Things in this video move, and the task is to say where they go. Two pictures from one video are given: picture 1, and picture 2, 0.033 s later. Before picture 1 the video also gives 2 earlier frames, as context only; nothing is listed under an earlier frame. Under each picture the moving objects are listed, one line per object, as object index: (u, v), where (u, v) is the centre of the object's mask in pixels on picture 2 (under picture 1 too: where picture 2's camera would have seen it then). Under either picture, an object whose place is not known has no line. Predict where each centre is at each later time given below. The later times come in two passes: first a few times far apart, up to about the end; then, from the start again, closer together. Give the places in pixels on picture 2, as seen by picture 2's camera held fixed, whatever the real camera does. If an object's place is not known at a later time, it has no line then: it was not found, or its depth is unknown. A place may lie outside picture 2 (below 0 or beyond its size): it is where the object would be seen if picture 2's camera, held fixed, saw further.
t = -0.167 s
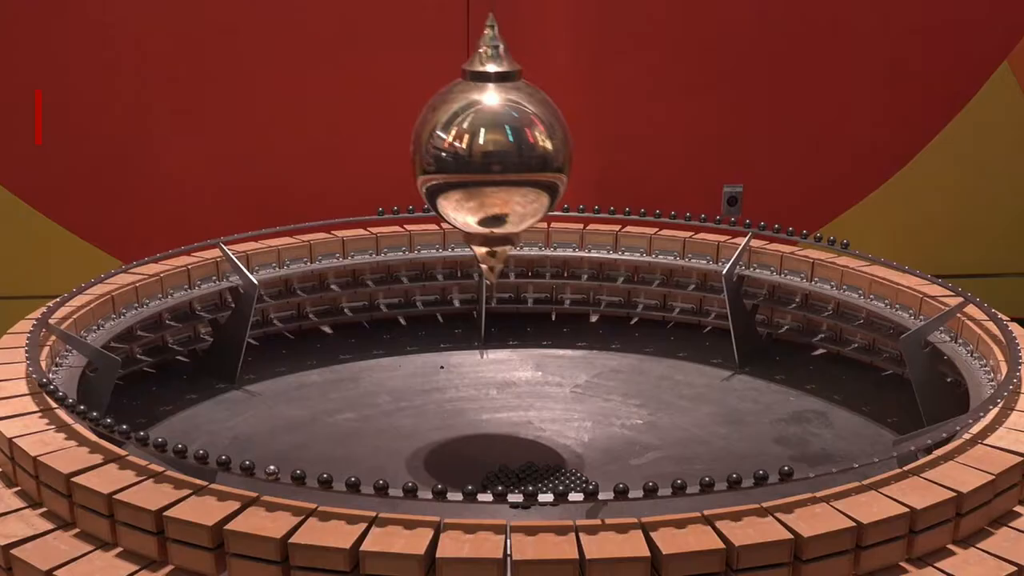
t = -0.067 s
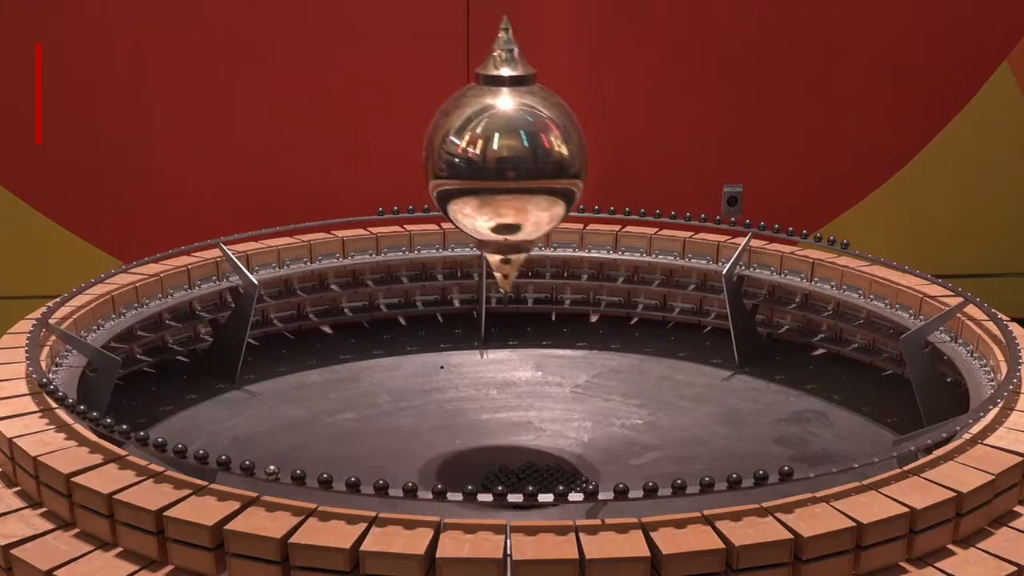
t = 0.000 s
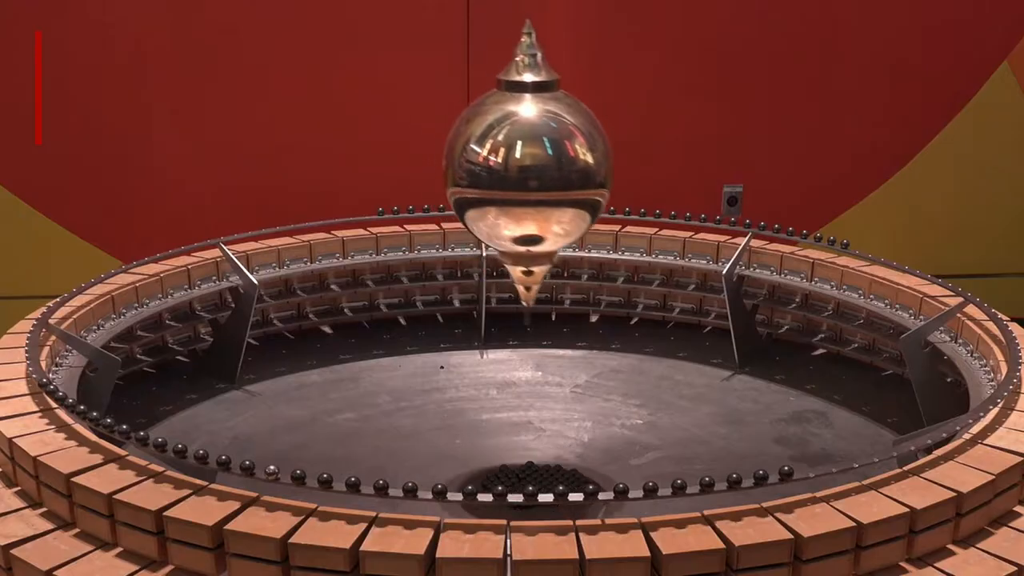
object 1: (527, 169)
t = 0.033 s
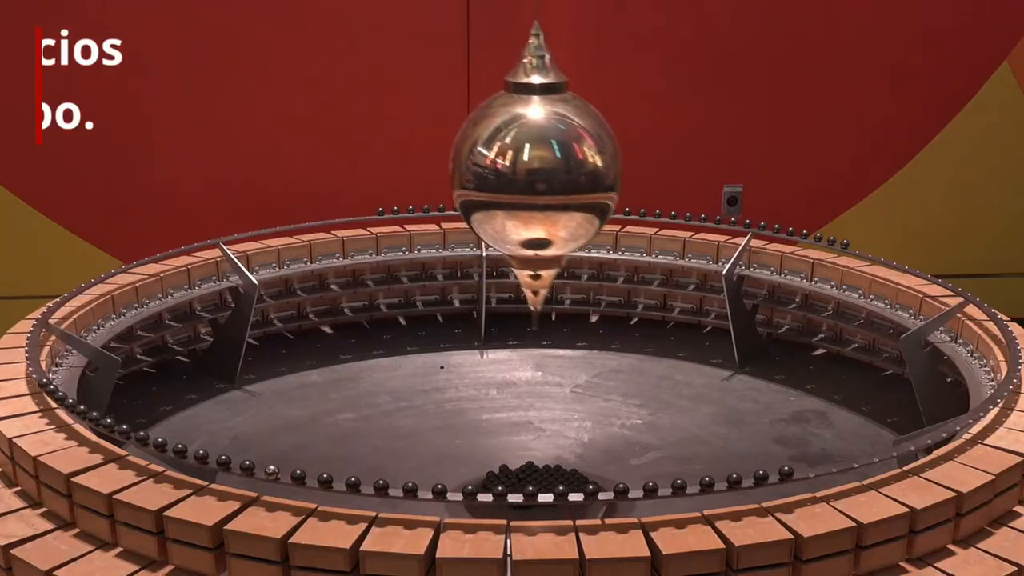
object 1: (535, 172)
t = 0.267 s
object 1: (594, 192)
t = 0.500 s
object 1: (662, 213)
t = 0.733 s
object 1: (733, 230)
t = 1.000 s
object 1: (814, 248)
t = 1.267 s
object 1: (884, 260)
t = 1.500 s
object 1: (915, 269)
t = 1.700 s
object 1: (924, 270)
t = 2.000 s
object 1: (912, 266)
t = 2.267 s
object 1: (866, 256)
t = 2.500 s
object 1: (801, 243)
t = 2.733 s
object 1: (731, 228)
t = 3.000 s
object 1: (651, 208)
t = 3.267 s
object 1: (576, 185)
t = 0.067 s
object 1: (543, 175)
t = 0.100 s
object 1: (551, 178)
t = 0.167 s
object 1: (568, 183)
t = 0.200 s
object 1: (577, 186)
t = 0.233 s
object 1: (586, 188)
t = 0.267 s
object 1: (594, 192)
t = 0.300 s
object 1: (604, 195)
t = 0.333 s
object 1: (613, 199)
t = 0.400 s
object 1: (633, 204)
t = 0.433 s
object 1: (642, 206)
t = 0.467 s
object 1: (652, 209)
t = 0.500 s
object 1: (662, 213)
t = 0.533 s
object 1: (673, 214)
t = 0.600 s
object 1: (692, 220)
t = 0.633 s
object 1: (702, 222)
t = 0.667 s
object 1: (714, 225)
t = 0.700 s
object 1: (724, 227)
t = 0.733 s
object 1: (733, 230)
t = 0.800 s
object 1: (754, 235)
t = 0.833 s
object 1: (764, 237)
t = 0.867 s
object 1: (775, 239)
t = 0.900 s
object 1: (785, 241)
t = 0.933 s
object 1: (794, 243)
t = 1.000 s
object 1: (814, 248)
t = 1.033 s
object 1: (824, 249)
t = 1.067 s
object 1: (834, 251)
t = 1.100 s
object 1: (843, 253)
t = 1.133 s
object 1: (851, 255)
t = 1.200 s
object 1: (868, 258)
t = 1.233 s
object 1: (877, 259)
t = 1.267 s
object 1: (884, 260)
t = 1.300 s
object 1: (892, 262)
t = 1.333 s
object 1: (896, 263)
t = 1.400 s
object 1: (905, 265)
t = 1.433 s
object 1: (910, 266)
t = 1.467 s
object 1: (913, 267)
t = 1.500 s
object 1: (915, 269)
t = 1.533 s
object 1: (916, 269)
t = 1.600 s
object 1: (921, 269)
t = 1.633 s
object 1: (922, 269)
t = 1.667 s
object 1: (924, 269)
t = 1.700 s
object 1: (924, 270)
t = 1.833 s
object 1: (921, 270)
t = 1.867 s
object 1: (920, 270)
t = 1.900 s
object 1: (920, 268)
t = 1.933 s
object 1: (916, 267)
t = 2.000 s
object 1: (912, 266)
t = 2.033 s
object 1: (908, 266)
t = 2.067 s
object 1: (904, 265)
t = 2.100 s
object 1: (900, 263)
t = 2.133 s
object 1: (895, 261)
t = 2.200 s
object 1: (882, 259)
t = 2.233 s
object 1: (874, 258)
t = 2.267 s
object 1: (866, 256)
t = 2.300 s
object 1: (857, 254)
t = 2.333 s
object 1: (849, 253)
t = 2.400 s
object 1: (831, 248)
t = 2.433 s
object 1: (821, 248)
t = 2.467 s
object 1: (811, 246)
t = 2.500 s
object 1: (801, 243)
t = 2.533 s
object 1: (792, 241)
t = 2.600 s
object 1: (771, 237)
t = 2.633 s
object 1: (762, 235)
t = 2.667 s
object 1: (751, 233)
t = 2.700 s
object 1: (741, 230)
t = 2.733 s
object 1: (731, 228)
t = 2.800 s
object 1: (710, 223)
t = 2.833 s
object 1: (701, 221)
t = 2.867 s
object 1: (690, 217)
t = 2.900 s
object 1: (679, 216)
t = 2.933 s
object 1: (670, 213)
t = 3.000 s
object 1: (651, 208)
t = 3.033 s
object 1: (641, 208)
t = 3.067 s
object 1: (631, 206)
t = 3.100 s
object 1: (622, 201)
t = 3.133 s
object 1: (612, 197)
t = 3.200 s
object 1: (593, 192)
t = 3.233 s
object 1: (585, 188)
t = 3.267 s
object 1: (576, 185)
